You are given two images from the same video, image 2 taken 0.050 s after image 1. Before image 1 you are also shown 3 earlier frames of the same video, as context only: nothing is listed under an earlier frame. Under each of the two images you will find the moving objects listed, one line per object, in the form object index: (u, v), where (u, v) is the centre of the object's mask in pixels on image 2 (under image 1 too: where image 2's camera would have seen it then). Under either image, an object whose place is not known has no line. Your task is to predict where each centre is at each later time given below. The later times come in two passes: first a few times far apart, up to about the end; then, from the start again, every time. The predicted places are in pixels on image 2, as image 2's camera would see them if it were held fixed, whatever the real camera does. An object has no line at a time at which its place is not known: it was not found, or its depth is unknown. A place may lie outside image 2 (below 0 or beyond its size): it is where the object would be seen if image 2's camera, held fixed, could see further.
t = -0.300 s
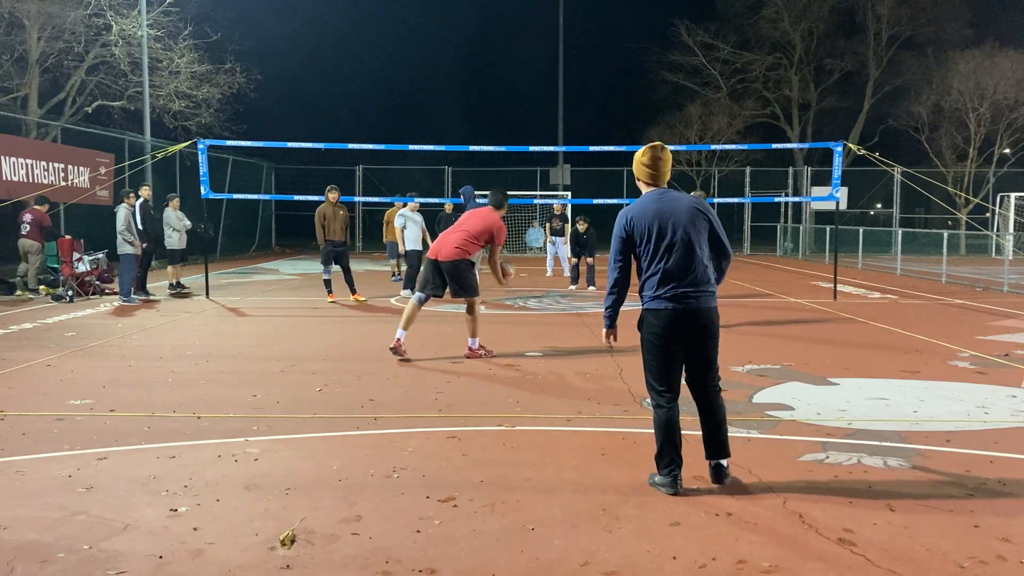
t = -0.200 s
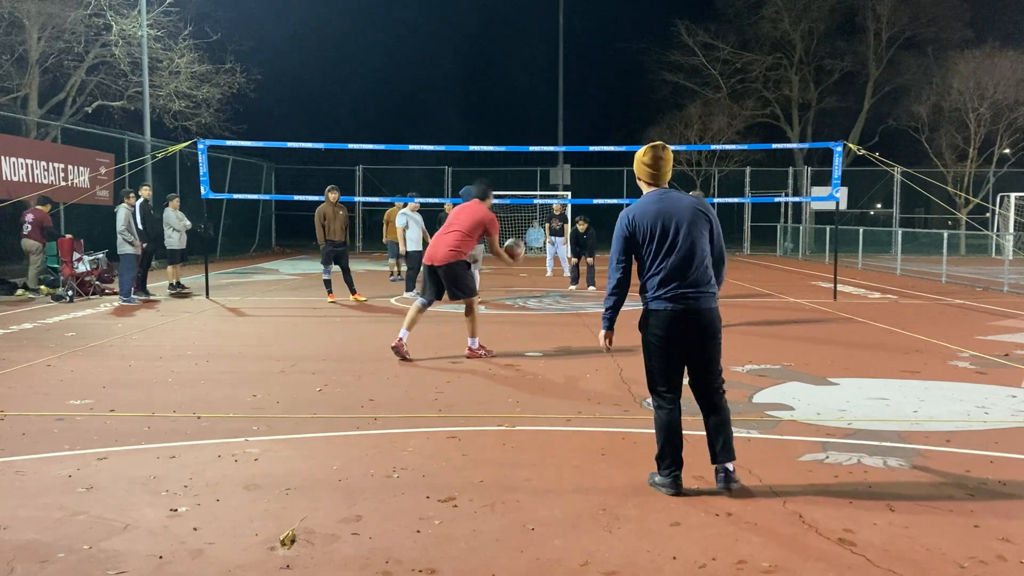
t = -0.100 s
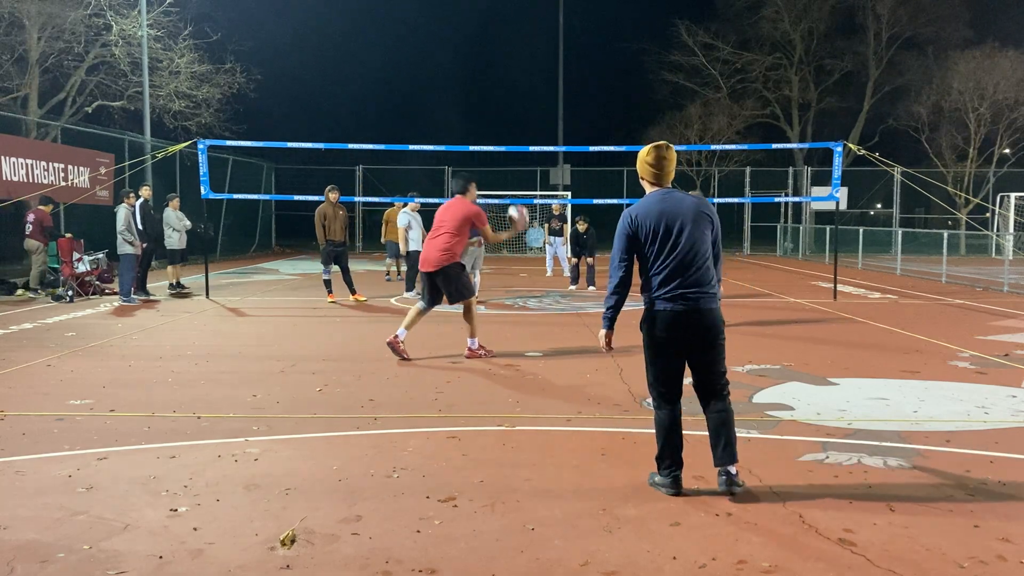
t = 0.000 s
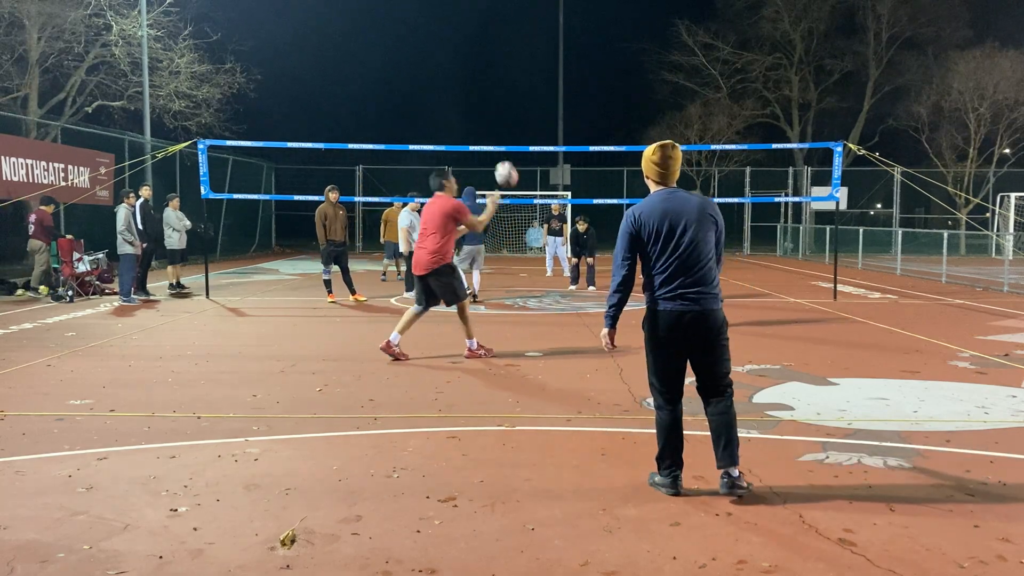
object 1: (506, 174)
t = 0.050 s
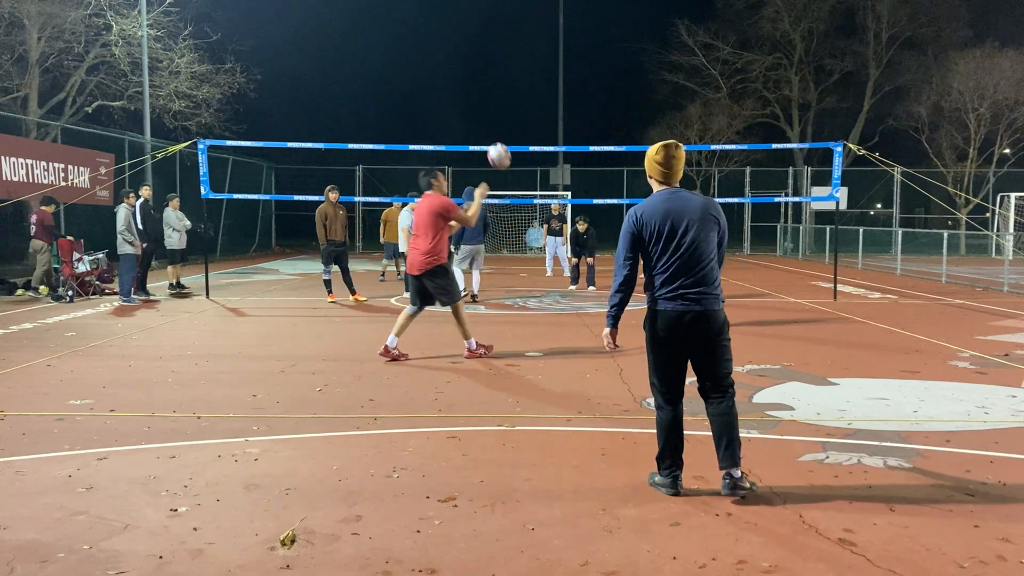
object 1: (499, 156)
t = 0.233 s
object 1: (472, 109)
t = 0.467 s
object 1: (436, 101)
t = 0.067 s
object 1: (497, 150)
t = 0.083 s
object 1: (494, 145)
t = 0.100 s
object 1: (492, 139)
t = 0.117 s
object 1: (489, 134)
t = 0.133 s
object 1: (487, 130)
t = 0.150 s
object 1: (484, 126)
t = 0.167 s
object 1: (482, 122)
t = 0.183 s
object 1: (479, 118)
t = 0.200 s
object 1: (477, 115)
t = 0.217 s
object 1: (474, 112)
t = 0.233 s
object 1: (472, 109)
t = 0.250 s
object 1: (470, 107)
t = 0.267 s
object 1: (467, 104)
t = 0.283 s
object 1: (465, 103)
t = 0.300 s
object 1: (462, 101)
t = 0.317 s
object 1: (460, 100)
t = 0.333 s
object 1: (457, 99)
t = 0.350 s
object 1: (455, 98)
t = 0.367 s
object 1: (452, 98)
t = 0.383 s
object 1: (449, 98)
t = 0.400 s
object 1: (447, 98)
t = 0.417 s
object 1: (444, 98)
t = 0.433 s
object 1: (442, 99)
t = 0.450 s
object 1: (439, 100)
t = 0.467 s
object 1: (436, 101)
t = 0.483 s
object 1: (434, 103)
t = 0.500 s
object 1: (432, 105)
